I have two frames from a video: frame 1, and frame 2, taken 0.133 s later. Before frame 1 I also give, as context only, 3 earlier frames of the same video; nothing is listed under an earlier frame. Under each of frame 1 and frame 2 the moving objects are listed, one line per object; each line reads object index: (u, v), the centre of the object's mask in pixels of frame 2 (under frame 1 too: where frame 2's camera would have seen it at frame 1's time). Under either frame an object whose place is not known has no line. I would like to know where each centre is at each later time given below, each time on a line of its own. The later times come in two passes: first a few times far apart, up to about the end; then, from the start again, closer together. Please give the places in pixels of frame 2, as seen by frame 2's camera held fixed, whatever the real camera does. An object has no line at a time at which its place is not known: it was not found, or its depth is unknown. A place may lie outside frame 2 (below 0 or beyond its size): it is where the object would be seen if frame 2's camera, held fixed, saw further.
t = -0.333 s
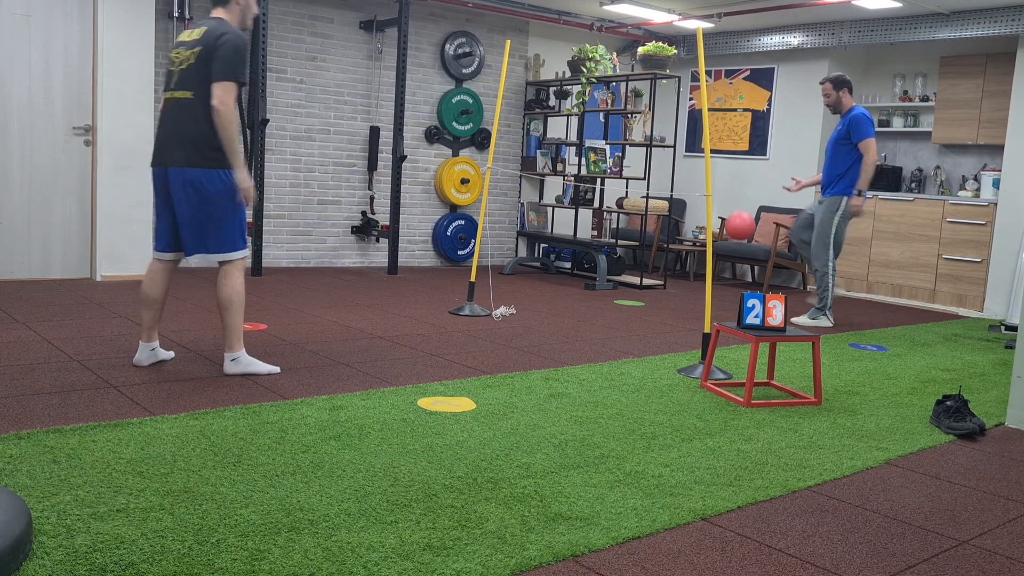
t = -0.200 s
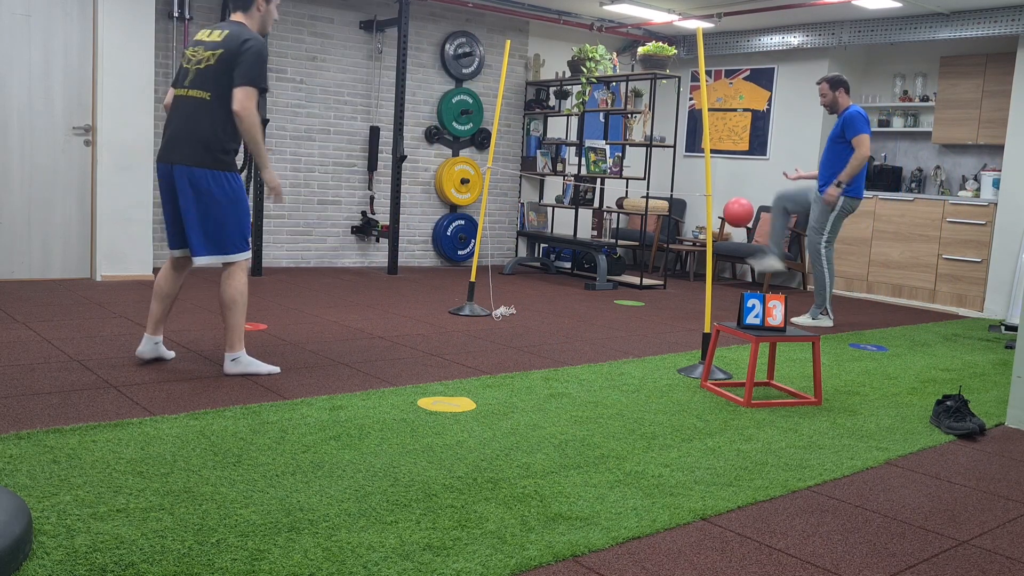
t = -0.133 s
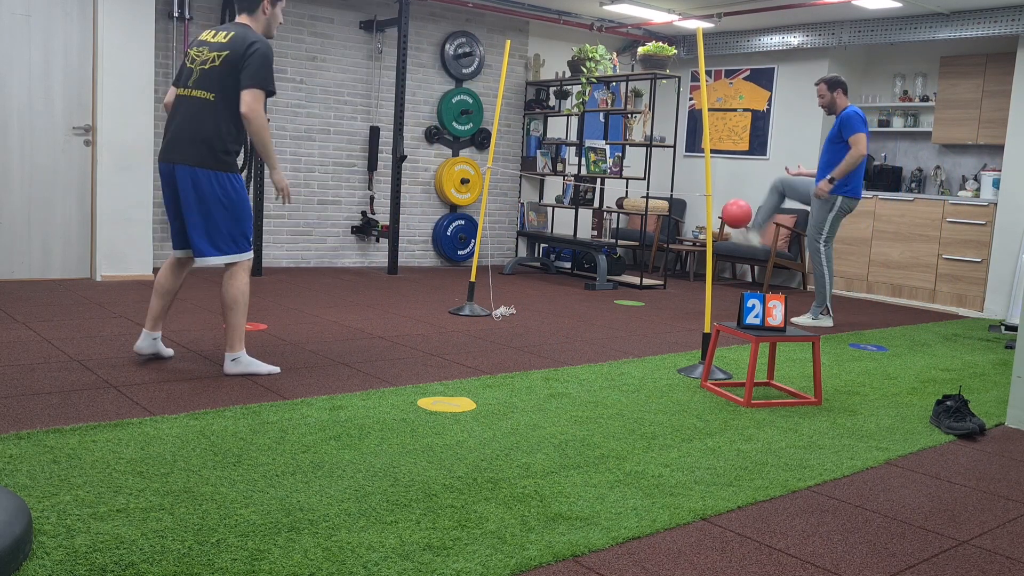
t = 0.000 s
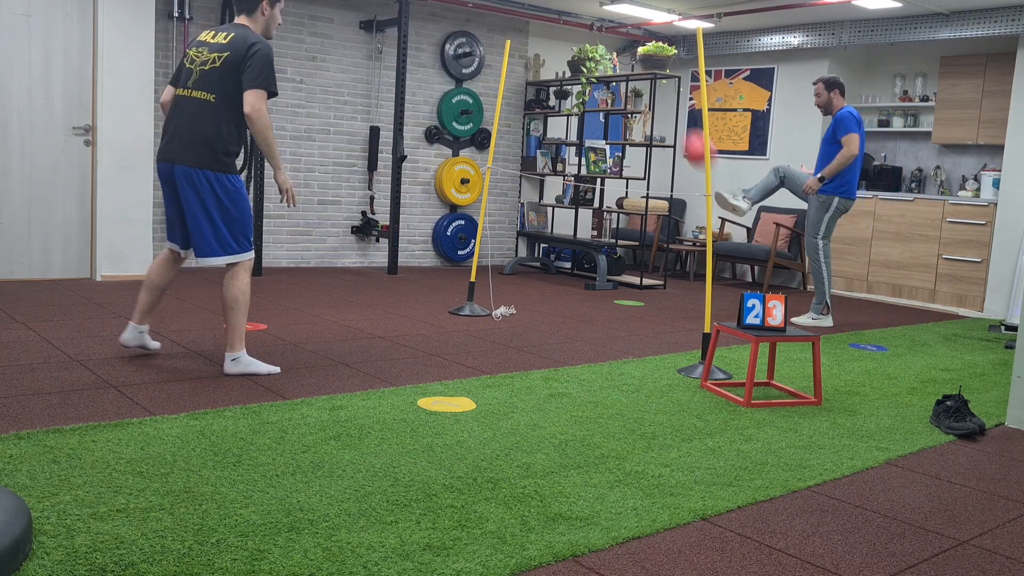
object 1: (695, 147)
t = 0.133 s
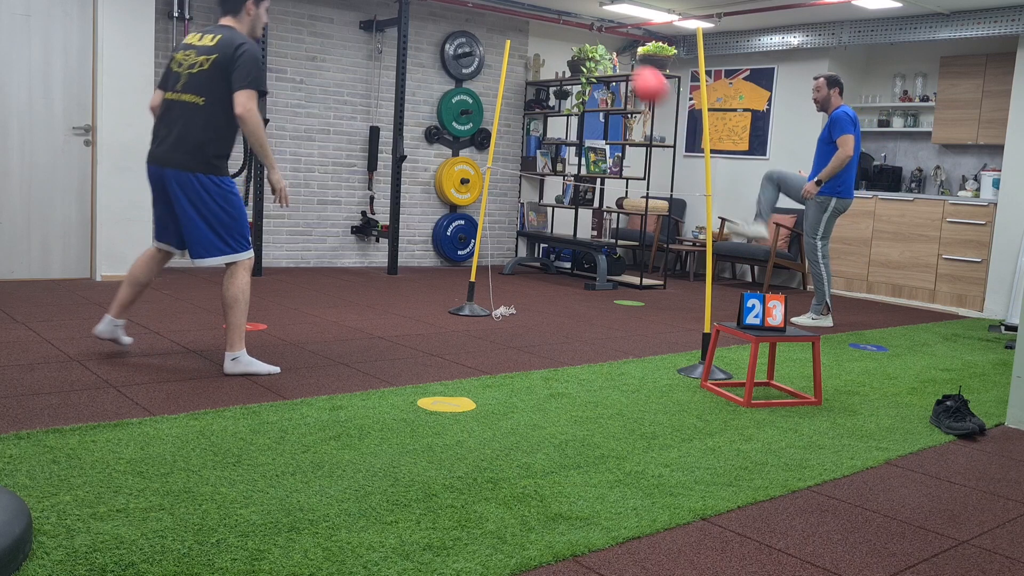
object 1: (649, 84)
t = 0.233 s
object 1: (613, 51)
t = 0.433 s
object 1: (532, 30)
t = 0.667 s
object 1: (426, 96)
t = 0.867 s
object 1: (333, 240)
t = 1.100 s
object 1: (255, 227)
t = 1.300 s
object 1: (201, 135)
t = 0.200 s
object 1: (625, 60)
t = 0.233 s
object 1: (613, 51)
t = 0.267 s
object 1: (599, 43)
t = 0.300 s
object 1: (586, 36)
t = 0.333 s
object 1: (573, 32)
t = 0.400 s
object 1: (546, 29)
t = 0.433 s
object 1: (532, 30)
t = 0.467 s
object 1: (518, 32)
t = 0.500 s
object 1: (503, 37)
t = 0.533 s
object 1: (488, 44)
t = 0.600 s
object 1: (457, 66)
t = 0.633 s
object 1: (442, 80)
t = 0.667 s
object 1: (426, 96)
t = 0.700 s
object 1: (410, 114)
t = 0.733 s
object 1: (395, 136)
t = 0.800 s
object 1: (362, 184)
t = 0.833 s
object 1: (348, 210)
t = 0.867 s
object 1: (333, 240)
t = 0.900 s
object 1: (316, 276)
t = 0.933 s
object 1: (302, 307)
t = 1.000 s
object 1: (281, 300)
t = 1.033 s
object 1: (273, 276)
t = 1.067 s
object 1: (263, 249)
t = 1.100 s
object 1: (255, 227)
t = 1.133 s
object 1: (247, 208)
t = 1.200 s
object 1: (229, 172)
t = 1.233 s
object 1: (219, 157)
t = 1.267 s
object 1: (209, 145)
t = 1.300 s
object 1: (201, 135)
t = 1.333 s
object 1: (192, 128)
